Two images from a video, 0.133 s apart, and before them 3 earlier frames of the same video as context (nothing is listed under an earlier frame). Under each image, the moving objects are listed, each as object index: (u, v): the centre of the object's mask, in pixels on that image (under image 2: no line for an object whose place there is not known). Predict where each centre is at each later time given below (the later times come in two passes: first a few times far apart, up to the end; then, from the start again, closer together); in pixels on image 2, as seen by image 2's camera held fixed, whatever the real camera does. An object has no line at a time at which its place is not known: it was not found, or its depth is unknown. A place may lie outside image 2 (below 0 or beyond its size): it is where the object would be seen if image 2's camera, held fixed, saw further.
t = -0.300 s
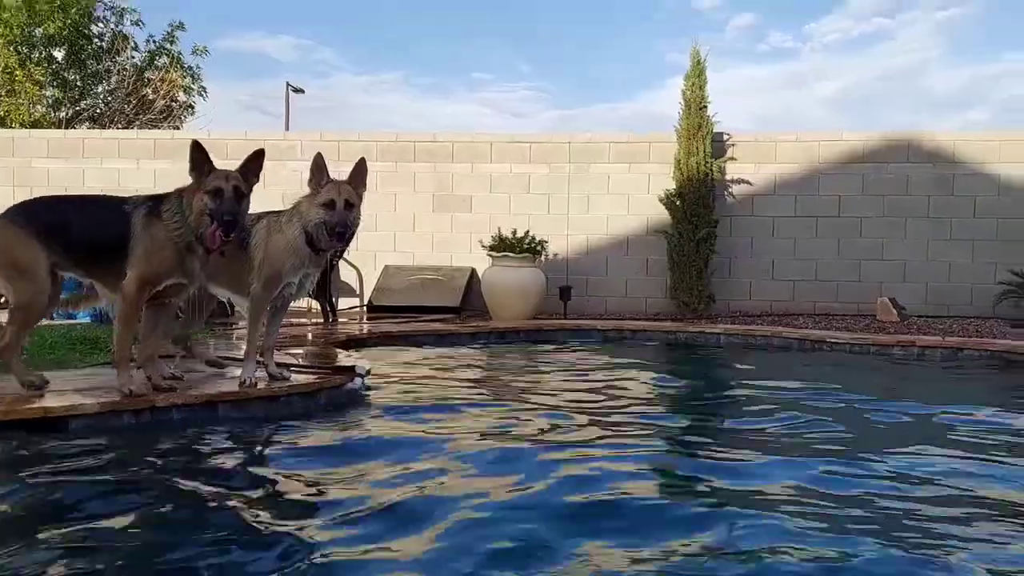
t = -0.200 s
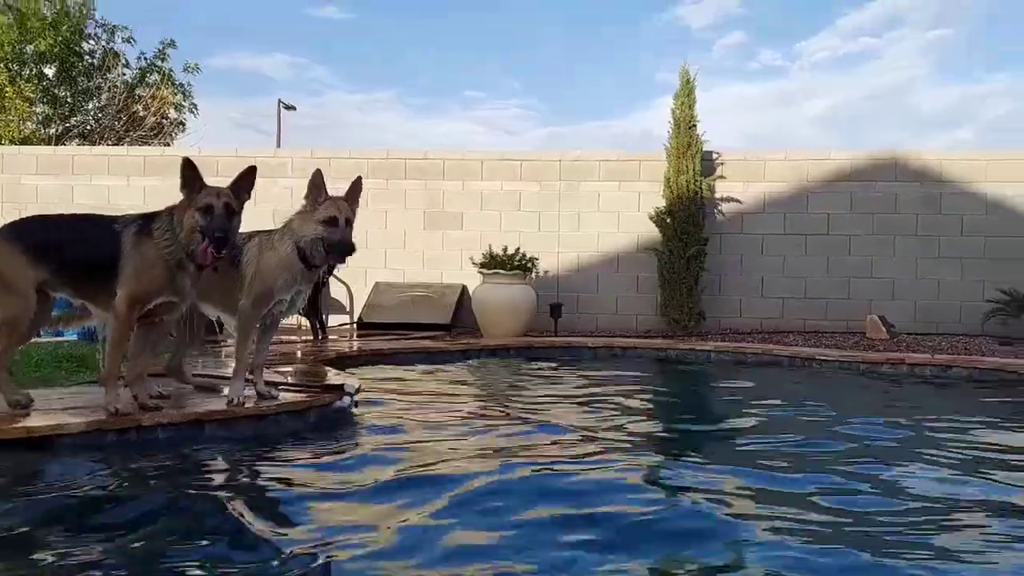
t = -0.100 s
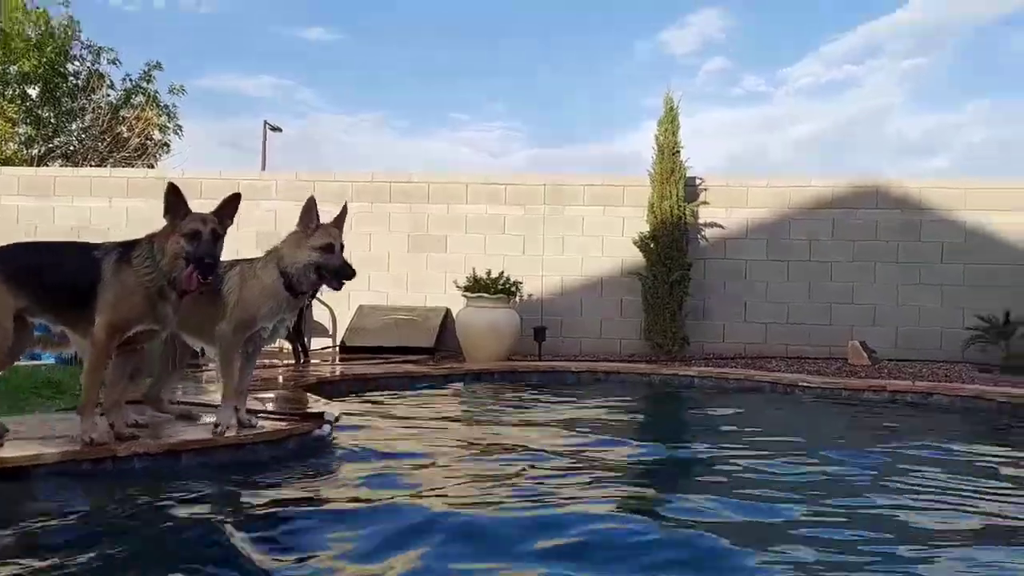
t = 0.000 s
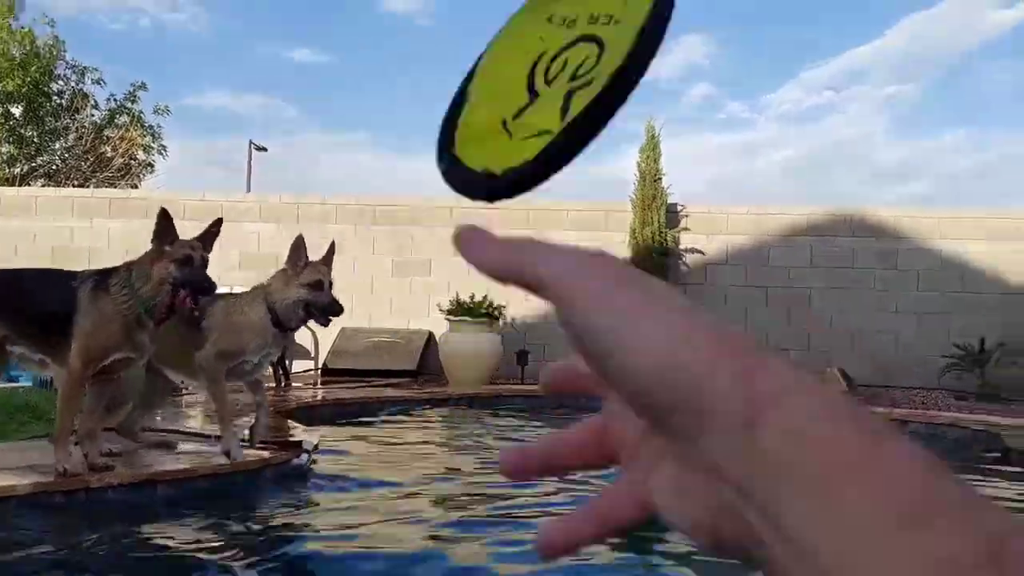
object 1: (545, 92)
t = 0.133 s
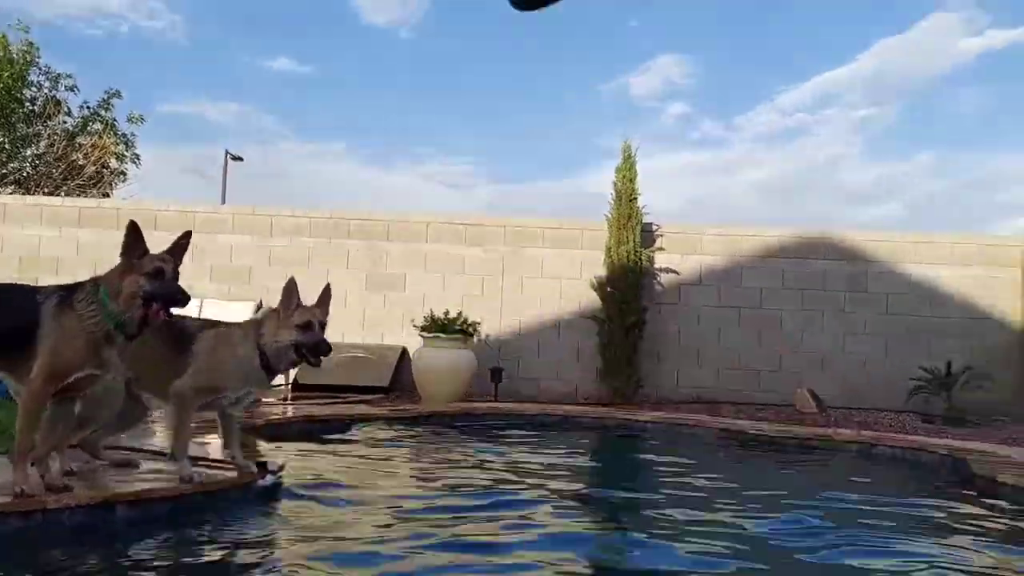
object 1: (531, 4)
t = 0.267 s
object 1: (567, -2)
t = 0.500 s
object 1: (593, 97)
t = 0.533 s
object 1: (591, 123)
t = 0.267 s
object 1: (567, -2)
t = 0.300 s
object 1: (571, 3)
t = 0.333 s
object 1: (580, 6)
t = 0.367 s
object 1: (592, 11)
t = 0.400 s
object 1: (593, 32)
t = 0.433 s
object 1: (595, 52)
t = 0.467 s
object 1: (596, 73)
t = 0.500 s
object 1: (593, 97)
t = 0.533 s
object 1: (591, 123)
